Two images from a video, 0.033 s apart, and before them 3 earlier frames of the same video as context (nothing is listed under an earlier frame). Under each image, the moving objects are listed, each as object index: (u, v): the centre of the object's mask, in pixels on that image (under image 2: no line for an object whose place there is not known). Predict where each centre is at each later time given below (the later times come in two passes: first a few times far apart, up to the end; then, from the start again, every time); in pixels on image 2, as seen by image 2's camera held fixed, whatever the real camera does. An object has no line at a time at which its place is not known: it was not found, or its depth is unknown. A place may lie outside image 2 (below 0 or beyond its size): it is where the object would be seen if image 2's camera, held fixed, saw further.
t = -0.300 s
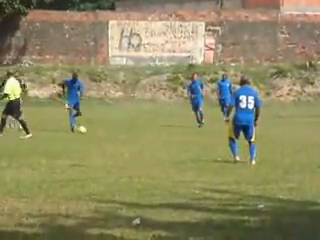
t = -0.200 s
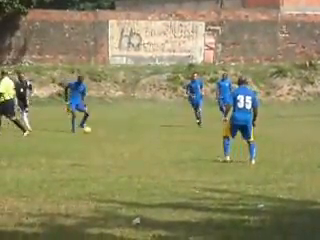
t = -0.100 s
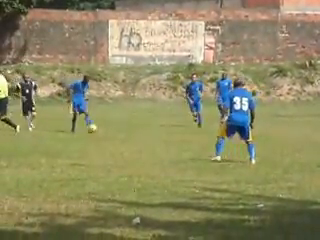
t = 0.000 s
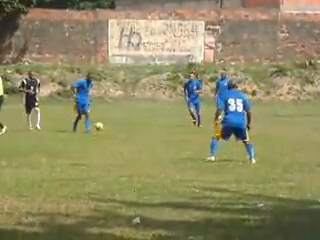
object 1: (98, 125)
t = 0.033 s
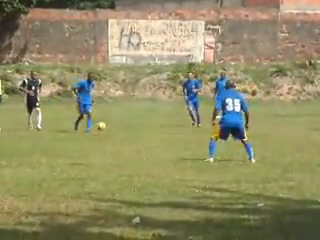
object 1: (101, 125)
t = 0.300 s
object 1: (115, 135)
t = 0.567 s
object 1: (127, 138)
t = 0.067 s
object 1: (103, 126)
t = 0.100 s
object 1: (105, 126)
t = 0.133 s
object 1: (107, 128)
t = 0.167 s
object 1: (108, 130)
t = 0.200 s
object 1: (110, 132)
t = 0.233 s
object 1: (112, 136)
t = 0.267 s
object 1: (114, 137)
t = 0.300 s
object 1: (115, 135)
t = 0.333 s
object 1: (117, 133)
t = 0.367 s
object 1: (118, 132)
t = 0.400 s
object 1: (120, 132)
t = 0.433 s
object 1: (121, 132)
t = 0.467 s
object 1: (123, 133)
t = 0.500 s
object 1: (124, 134)
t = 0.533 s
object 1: (126, 135)
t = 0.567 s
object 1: (127, 138)
